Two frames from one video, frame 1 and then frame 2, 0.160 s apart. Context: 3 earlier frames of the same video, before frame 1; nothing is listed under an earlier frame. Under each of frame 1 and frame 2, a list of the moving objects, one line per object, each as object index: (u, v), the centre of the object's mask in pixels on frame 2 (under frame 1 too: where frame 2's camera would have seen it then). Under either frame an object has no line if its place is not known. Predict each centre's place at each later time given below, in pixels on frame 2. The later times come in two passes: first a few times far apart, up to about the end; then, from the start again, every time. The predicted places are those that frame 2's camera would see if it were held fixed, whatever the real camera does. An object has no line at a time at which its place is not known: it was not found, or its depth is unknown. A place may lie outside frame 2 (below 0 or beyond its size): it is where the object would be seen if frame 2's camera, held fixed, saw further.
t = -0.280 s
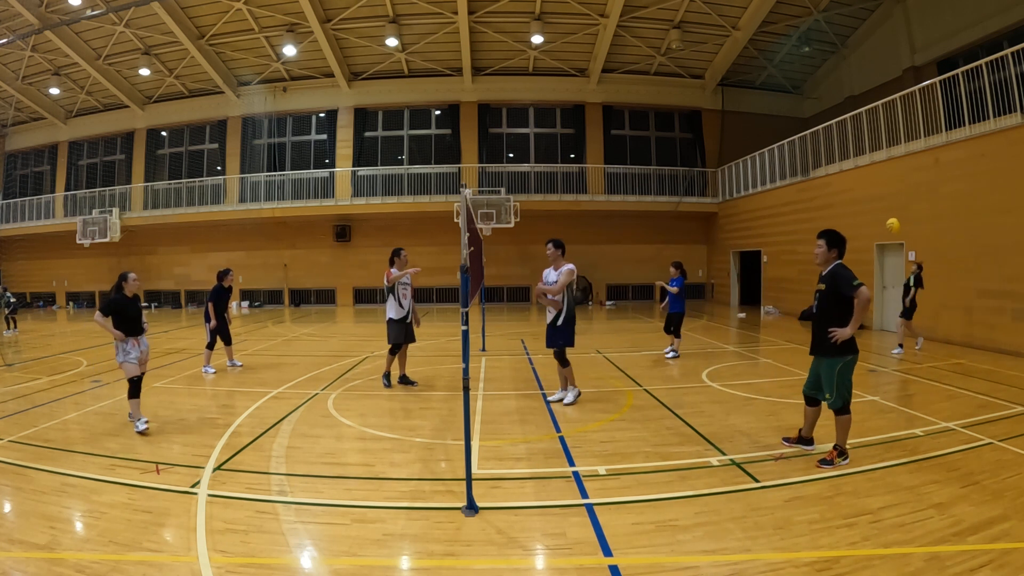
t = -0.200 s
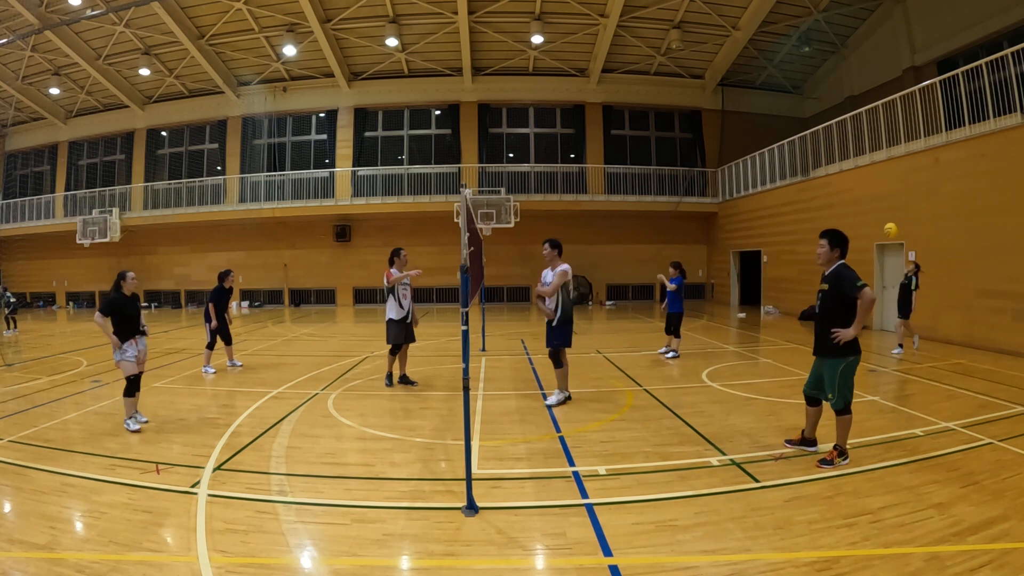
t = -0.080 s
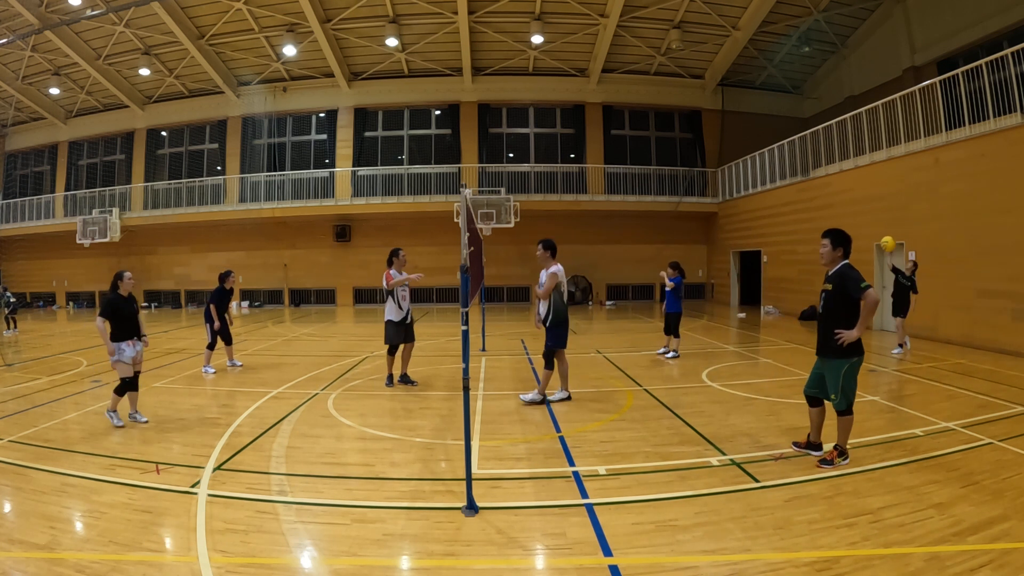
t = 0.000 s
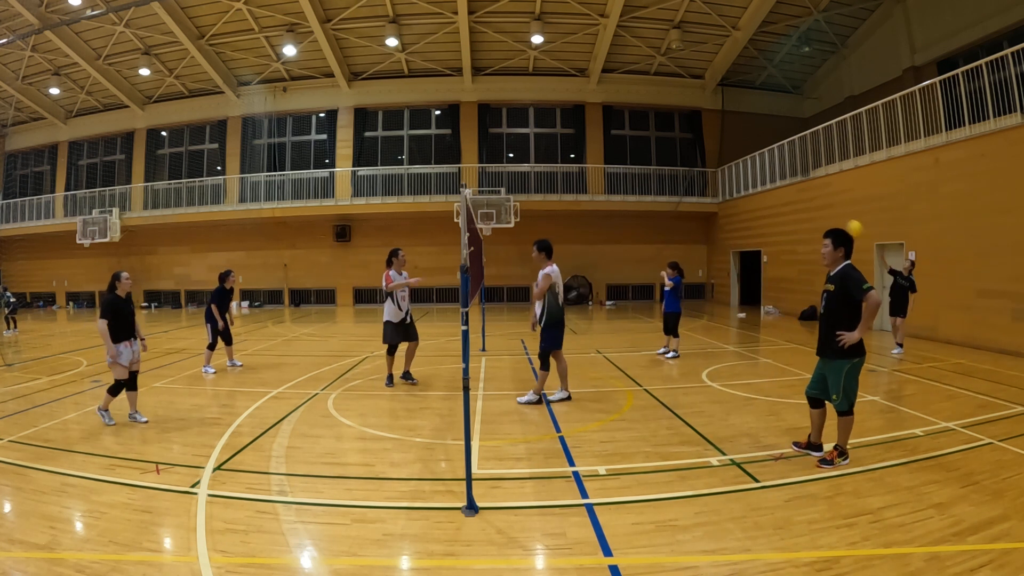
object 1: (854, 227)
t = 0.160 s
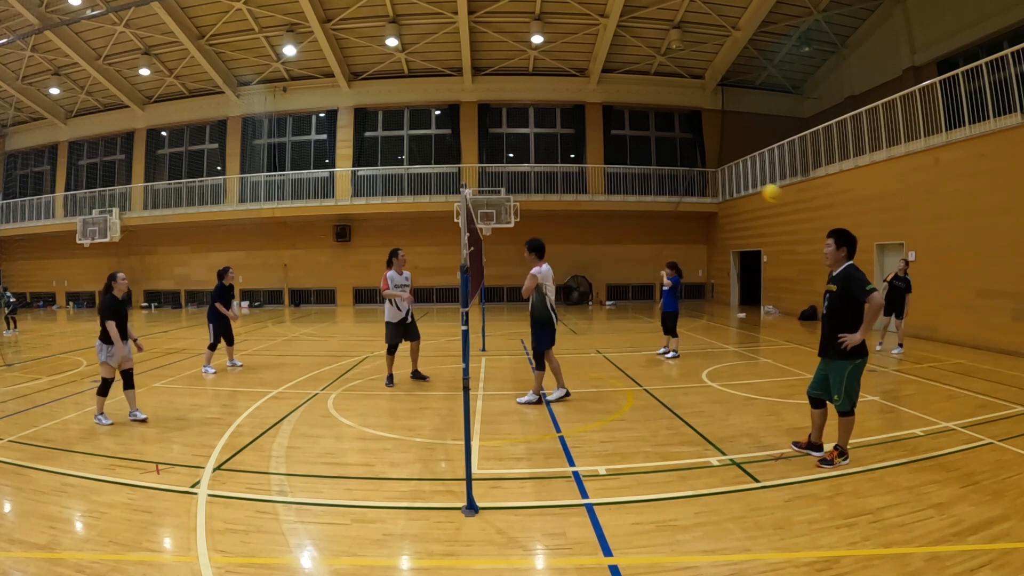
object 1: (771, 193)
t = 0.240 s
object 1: (725, 179)
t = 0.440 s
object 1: (599, 164)
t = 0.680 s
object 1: (444, 182)
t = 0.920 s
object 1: (307, 237)
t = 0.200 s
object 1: (749, 186)
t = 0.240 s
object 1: (725, 179)
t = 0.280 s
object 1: (701, 175)
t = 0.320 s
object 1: (676, 170)
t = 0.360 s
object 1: (651, 167)
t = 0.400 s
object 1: (626, 165)
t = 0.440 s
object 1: (599, 164)
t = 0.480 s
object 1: (573, 164)
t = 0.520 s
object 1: (547, 166)
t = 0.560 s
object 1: (521, 168)
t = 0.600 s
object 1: (495, 172)
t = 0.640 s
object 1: (469, 176)
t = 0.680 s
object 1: (444, 182)
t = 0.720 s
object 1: (421, 188)
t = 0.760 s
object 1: (397, 195)
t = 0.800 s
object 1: (373, 205)
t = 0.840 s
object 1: (349, 215)
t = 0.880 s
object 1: (328, 225)
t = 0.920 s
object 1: (307, 237)
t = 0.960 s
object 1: (287, 249)
